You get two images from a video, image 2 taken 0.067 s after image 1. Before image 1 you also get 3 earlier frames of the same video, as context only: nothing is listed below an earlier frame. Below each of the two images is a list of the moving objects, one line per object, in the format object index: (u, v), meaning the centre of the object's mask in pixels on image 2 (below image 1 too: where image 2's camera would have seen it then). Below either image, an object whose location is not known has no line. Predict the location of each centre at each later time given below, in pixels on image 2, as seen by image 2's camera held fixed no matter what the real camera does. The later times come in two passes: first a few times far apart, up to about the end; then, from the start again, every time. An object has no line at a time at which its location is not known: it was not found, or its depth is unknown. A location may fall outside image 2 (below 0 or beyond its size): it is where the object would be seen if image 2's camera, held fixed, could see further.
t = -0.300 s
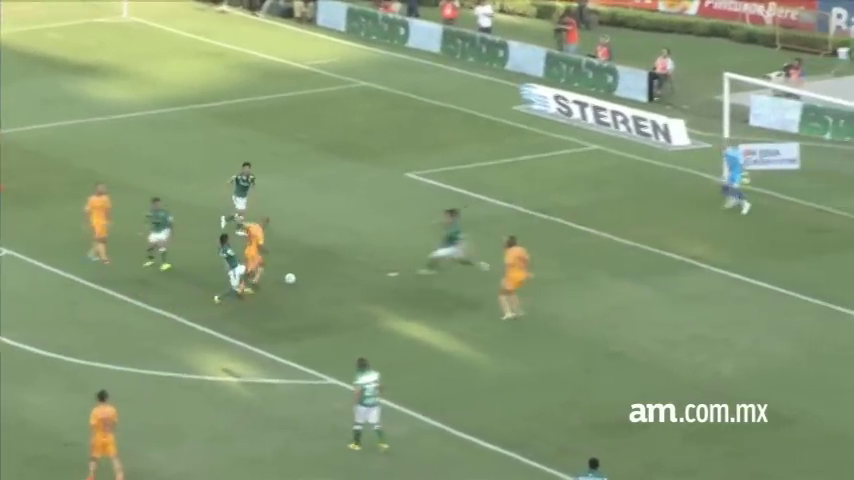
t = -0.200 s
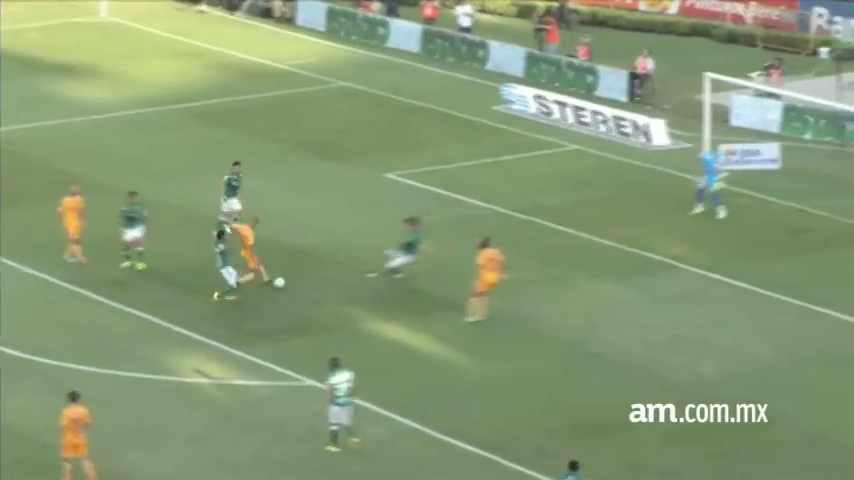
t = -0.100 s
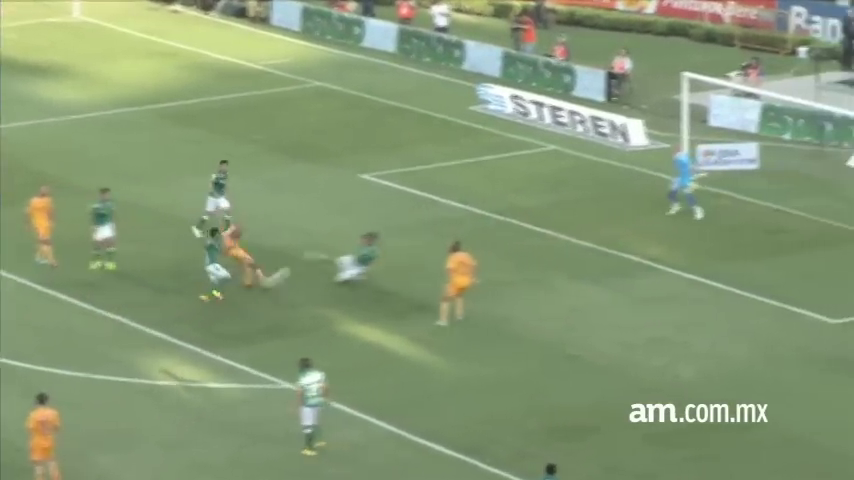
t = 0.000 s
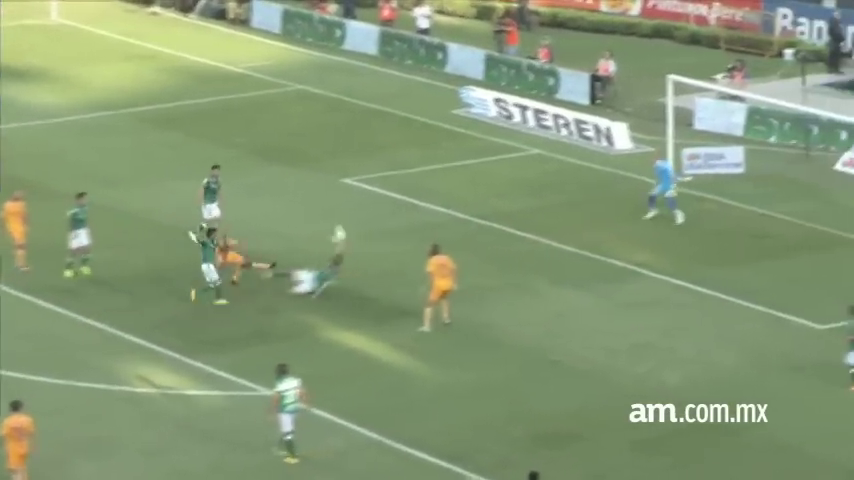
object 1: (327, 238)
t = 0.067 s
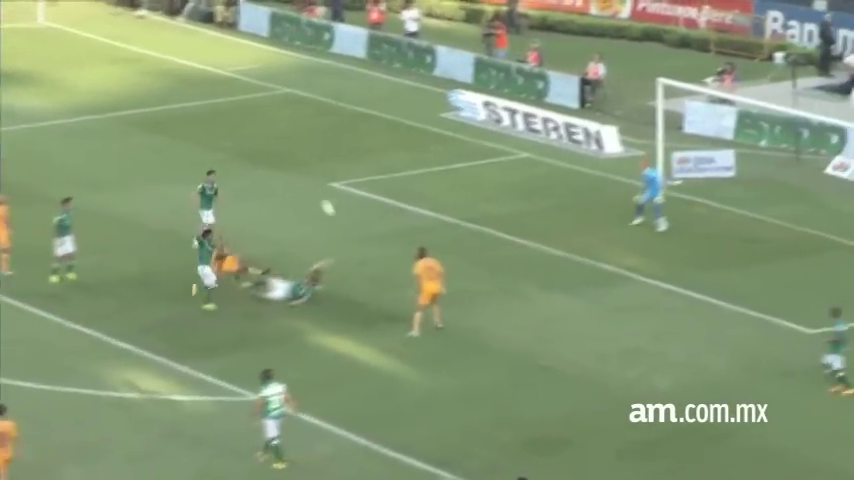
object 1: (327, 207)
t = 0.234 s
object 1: (326, 143)
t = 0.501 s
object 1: (328, 69)
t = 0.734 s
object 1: (329, 35)
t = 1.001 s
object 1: (330, 31)
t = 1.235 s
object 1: (333, 58)
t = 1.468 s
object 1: (336, 112)
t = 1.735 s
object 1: (337, 207)
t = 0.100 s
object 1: (327, 193)
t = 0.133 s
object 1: (326, 179)
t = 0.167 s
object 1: (326, 166)
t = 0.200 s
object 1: (326, 154)
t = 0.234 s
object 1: (326, 143)
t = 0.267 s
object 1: (326, 131)
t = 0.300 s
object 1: (327, 120)
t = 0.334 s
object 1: (327, 111)
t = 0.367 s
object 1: (327, 101)
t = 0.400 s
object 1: (327, 91)
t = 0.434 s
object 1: (328, 83)
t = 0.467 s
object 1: (328, 76)
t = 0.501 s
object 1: (328, 69)
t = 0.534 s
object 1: (328, 62)
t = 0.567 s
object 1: (329, 56)
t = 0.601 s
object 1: (329, 52)
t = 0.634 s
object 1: (329, 44)
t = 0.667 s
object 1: (329, 41)
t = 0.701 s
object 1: (329, 38)
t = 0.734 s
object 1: (329, 35)
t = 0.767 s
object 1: (329, 33)
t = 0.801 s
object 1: (330, 31)
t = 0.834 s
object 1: (330, 30)
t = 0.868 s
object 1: (330, 29)
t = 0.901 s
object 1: (330, 28)
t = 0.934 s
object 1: (330, 29)
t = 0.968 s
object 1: (330, 29)
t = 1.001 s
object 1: (330, 31)
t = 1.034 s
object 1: (330, 34)
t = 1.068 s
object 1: (330, 36)
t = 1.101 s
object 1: (331, 38)
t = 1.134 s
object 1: (332, 42)
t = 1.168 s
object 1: (333, 48)
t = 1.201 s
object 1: (333, 53)
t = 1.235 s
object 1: (333, 58)
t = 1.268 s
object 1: (334, 64)
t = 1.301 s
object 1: (333, 71)
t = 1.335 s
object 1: (334, 78)
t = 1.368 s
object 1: (335, 86)
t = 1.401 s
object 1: (334, 94)
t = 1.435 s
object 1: (334, 103)
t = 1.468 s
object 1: (336, 112)
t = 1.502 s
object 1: (336, 122)
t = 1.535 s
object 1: (336, 132)
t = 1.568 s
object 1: (336, 144)
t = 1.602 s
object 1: (337, 155)
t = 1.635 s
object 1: (337, 168)
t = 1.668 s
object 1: (336, 179)
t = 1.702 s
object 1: (337, 193)
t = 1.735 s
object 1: (337, 207)
